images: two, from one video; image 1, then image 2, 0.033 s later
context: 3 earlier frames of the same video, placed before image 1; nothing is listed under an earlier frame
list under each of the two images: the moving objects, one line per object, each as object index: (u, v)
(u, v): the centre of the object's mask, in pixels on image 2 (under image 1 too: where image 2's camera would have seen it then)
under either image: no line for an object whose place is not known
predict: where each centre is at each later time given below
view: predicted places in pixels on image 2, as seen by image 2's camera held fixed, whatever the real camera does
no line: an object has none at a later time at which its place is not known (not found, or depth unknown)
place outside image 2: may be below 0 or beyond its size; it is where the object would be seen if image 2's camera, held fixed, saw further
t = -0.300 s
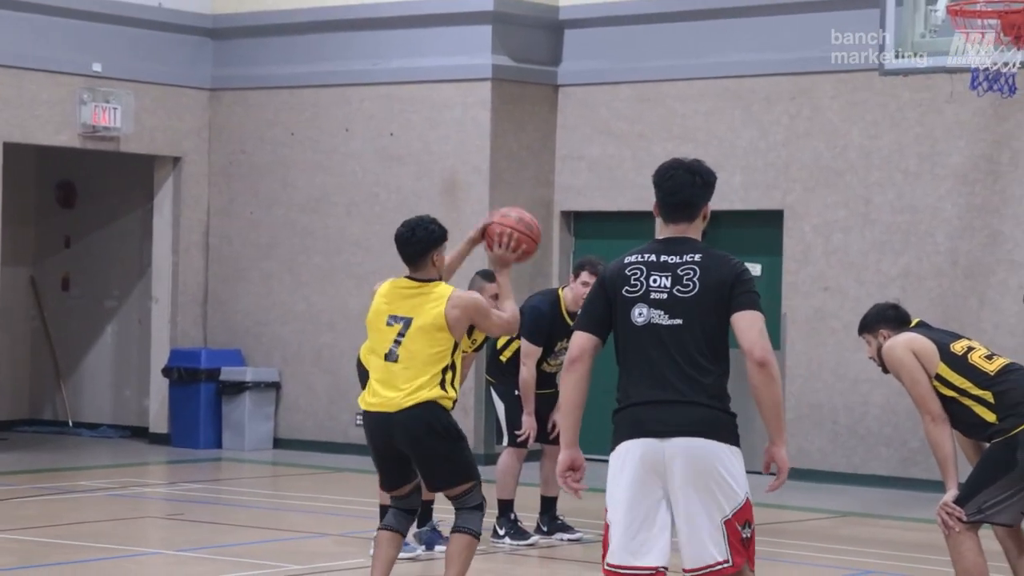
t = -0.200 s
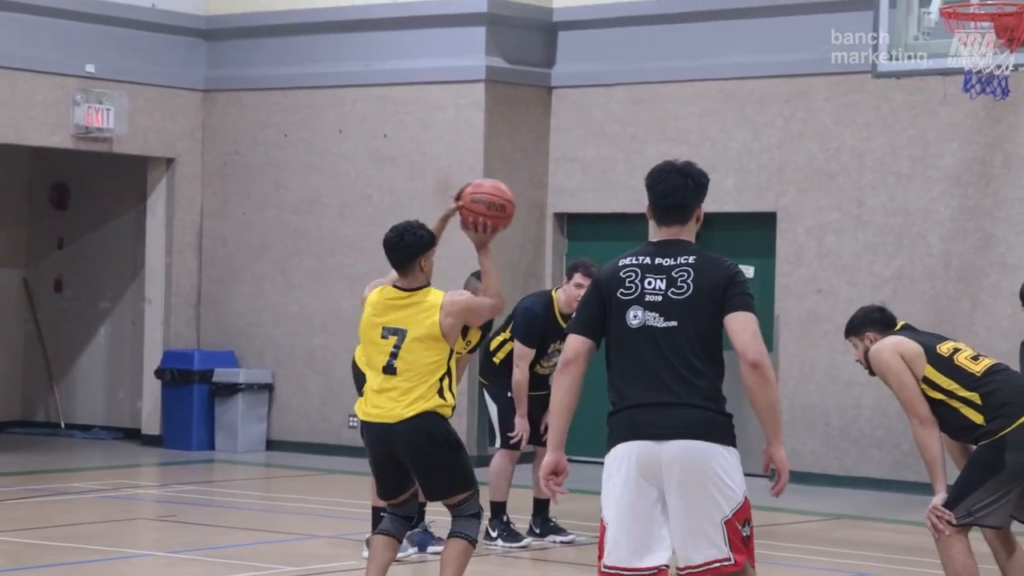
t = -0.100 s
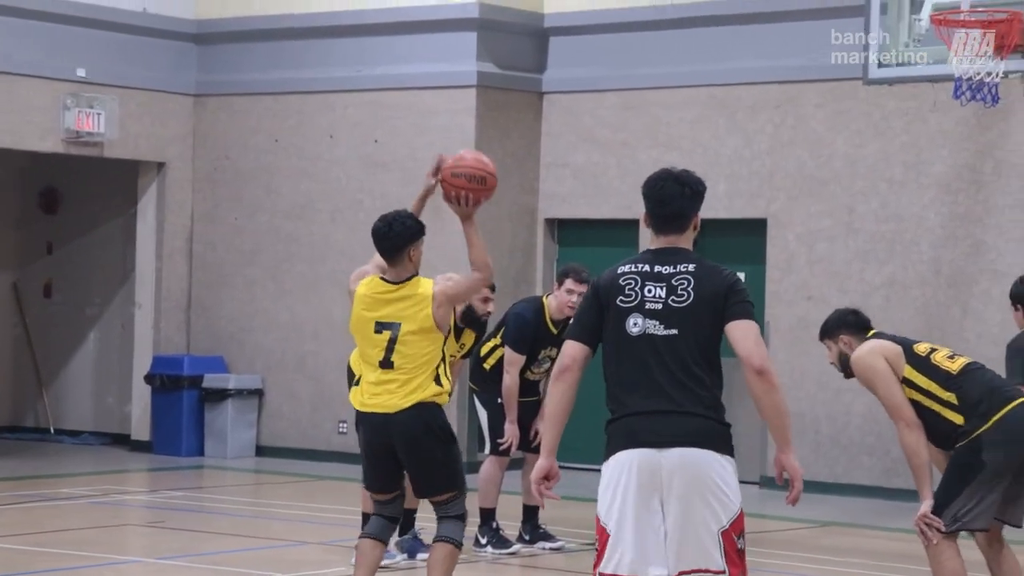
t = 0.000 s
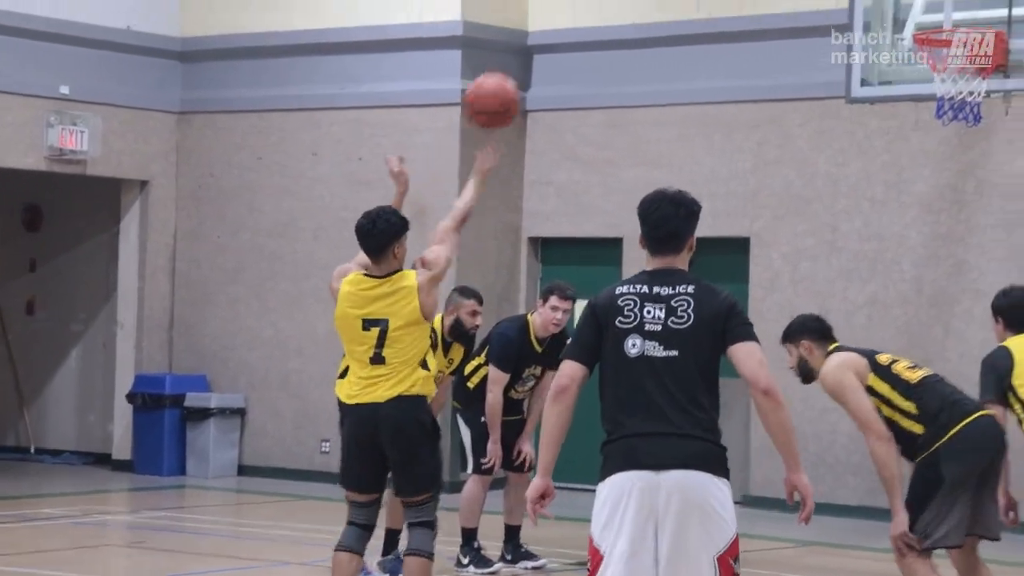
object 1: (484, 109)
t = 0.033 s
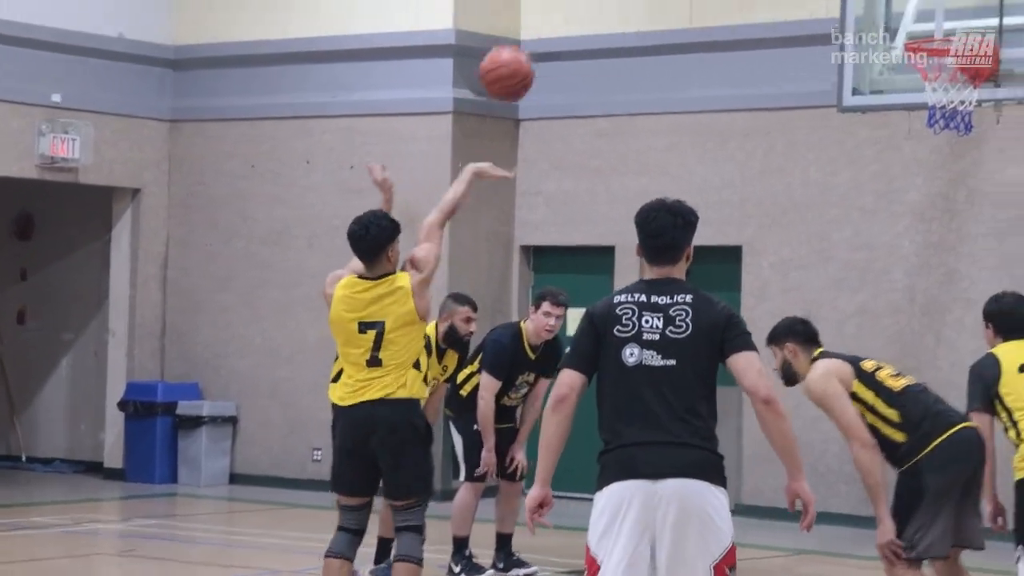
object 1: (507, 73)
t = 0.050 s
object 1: (516, 57)
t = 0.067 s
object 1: (527, 42)
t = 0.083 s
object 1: (537, 26)
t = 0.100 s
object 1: (548, 11)
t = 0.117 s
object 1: (558, -2)
